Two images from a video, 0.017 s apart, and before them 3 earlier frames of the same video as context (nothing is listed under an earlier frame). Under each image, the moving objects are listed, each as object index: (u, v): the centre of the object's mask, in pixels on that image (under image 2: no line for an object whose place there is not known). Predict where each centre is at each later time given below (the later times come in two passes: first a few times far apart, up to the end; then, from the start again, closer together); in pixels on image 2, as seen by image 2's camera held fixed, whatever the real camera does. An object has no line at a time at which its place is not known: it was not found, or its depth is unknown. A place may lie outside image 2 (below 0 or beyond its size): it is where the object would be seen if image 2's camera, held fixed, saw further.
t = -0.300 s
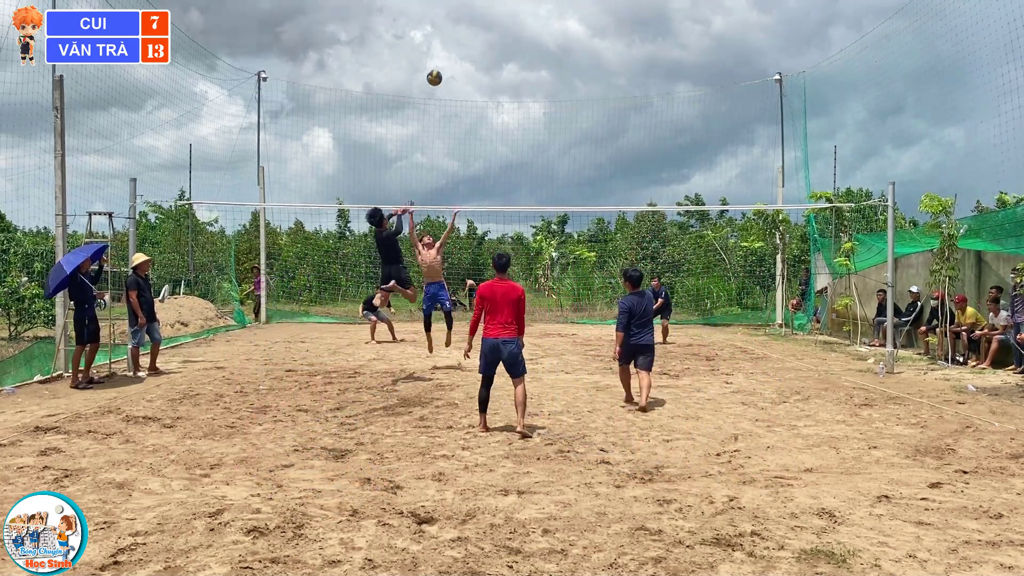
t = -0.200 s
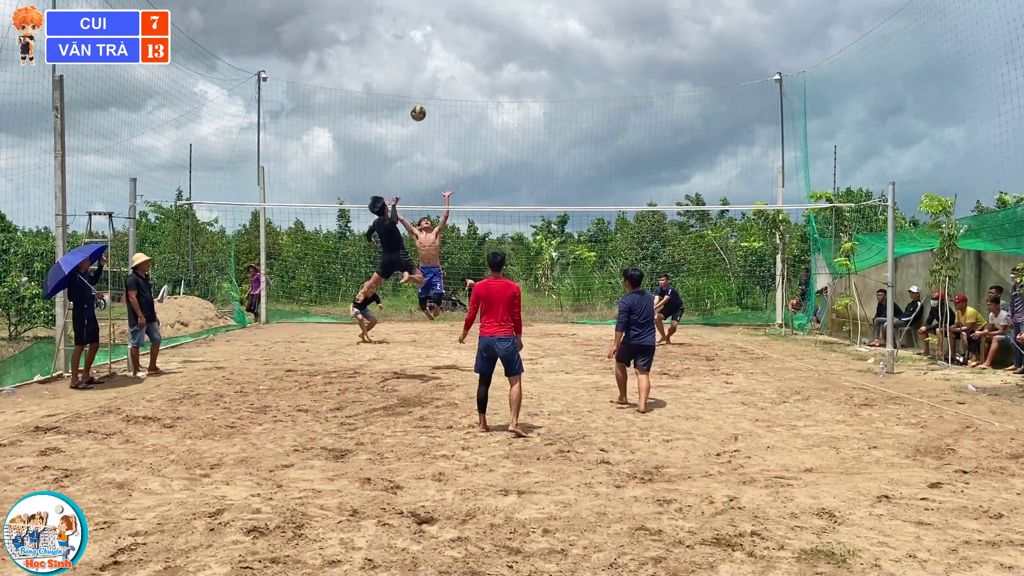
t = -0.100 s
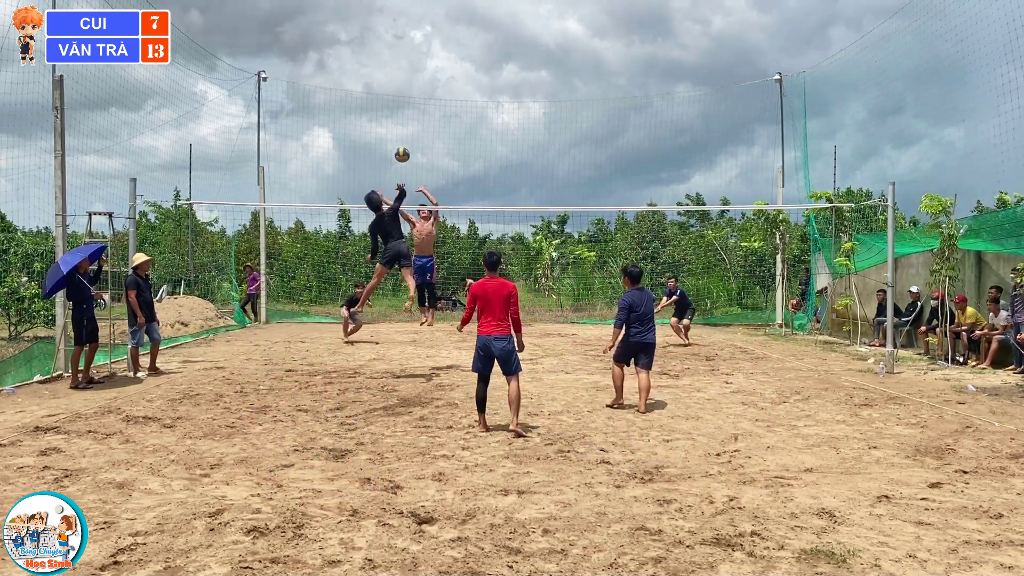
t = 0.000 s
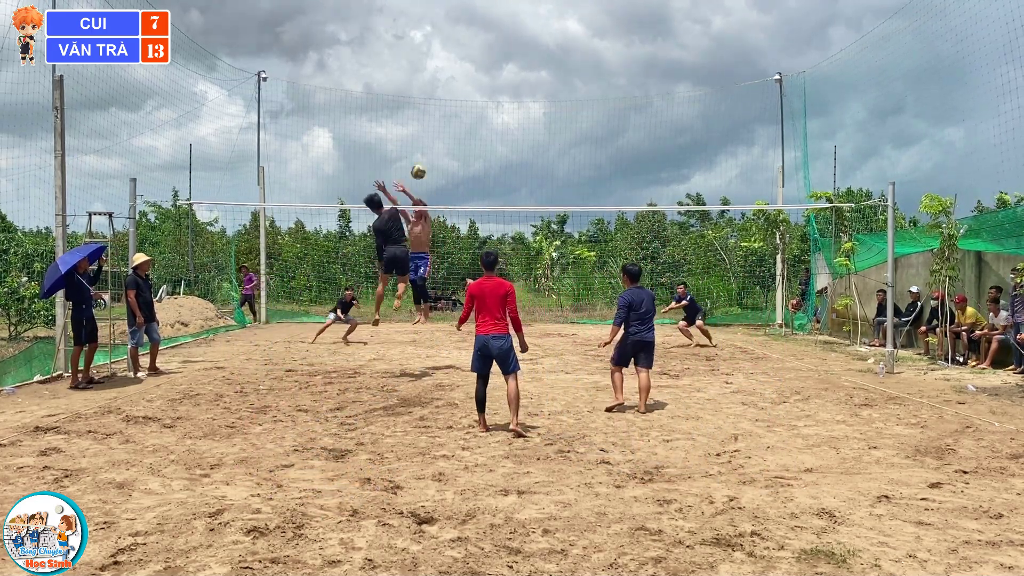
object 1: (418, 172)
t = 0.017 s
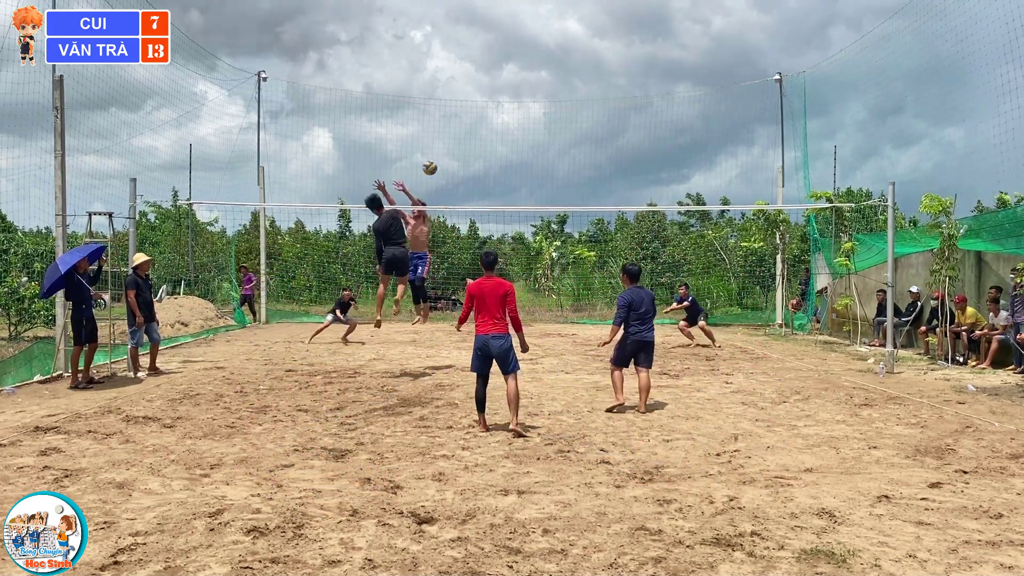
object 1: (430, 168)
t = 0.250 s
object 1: (586, 131)
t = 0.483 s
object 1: (728, 136)
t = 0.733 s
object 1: (859, 183)
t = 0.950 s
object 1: (957, 251)
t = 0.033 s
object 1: (441, 164)
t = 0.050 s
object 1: (453, 160)
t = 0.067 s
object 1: (464, 156)
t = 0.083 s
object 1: (475, 153)
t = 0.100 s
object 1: (487, 150)
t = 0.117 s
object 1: (498, 147)
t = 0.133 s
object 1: (509, 144)
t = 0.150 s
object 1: (521, 142)
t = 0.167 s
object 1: (532, 139)
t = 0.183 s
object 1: (543, 137)
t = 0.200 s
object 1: (554, 135)
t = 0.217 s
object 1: (564, 133)
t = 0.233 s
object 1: (575, 132)
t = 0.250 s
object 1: (586, 131)
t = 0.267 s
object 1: (597, 130)
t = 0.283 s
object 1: (607, 129)
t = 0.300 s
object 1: (617, 129)
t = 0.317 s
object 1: (628, 128)
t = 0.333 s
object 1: (638, 128)
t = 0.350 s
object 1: (649, 128)
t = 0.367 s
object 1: (659, 129)
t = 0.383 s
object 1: (669, 129)
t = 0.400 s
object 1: (679, 130)
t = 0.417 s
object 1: (688, 130)
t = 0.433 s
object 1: (699, 132)
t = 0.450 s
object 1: (709, 133)
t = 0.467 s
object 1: (718, 135)
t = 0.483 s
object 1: (728, 136)
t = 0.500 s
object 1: (737, 138)
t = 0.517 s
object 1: (746, 140)
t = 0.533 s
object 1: (755, 142)
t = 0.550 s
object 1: (765, 145)
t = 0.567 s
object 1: (774, 148)
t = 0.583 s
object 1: (783, 150)
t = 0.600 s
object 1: (792, 153)
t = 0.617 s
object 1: (801, 157)
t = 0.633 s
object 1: (809, 160)
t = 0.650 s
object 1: (818, 163)
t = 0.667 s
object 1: (827, 167)
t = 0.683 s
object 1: (835, 171)
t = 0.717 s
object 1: (852, 179)
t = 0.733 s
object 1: (859, 183)
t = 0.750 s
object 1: (867, 188)
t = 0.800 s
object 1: (895, 200)
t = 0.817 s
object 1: (900, 207)
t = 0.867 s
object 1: (921, 222)
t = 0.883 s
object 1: (929, 227)
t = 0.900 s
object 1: (936, 233)
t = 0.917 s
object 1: (942, 240)
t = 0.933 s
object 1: (951, 247)
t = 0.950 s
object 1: (957, 251)
